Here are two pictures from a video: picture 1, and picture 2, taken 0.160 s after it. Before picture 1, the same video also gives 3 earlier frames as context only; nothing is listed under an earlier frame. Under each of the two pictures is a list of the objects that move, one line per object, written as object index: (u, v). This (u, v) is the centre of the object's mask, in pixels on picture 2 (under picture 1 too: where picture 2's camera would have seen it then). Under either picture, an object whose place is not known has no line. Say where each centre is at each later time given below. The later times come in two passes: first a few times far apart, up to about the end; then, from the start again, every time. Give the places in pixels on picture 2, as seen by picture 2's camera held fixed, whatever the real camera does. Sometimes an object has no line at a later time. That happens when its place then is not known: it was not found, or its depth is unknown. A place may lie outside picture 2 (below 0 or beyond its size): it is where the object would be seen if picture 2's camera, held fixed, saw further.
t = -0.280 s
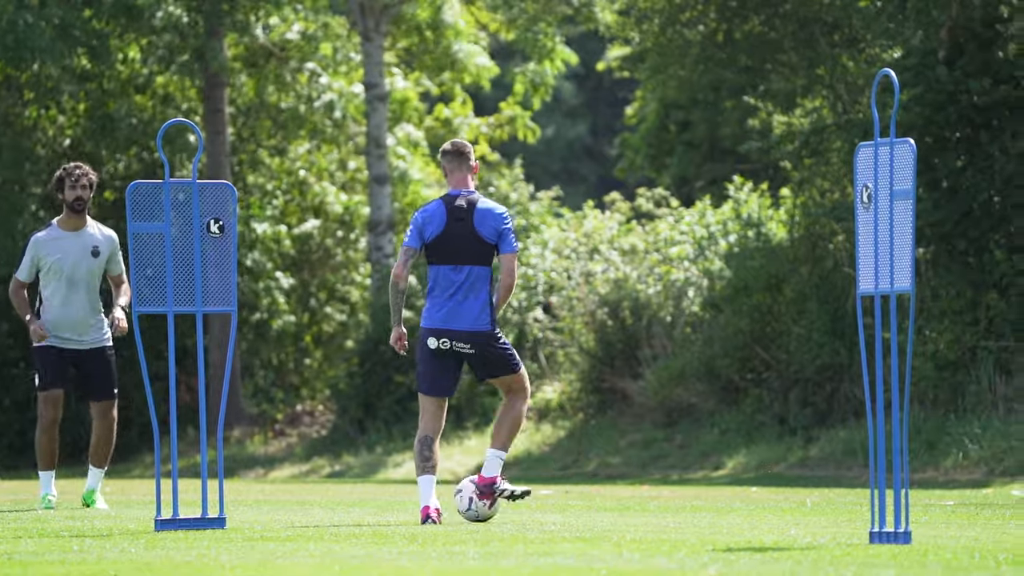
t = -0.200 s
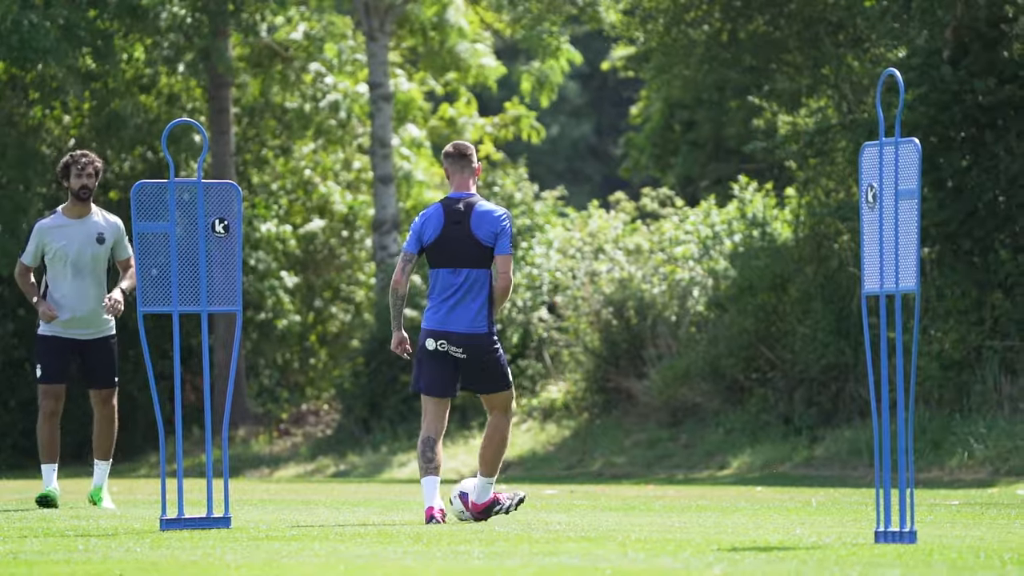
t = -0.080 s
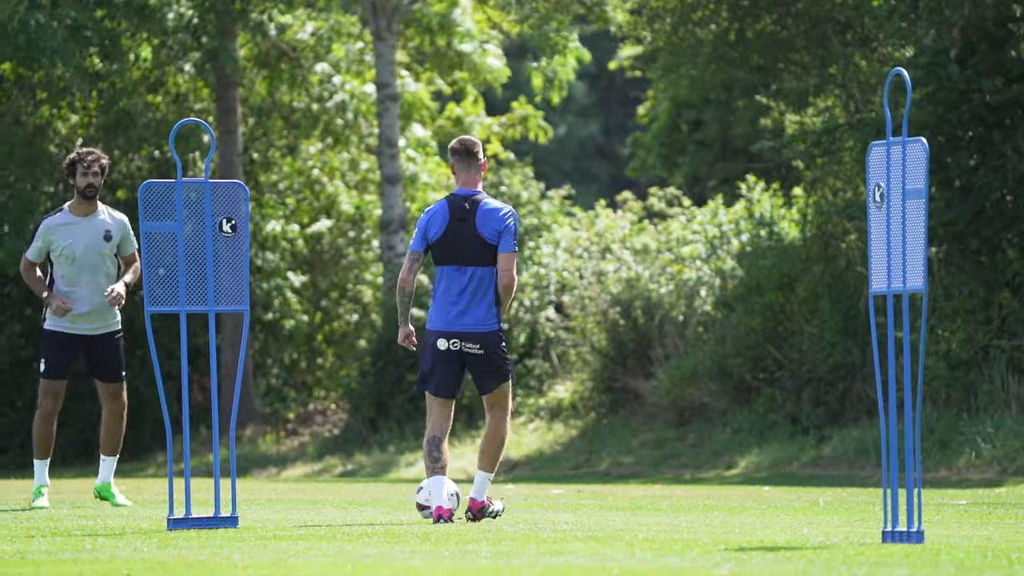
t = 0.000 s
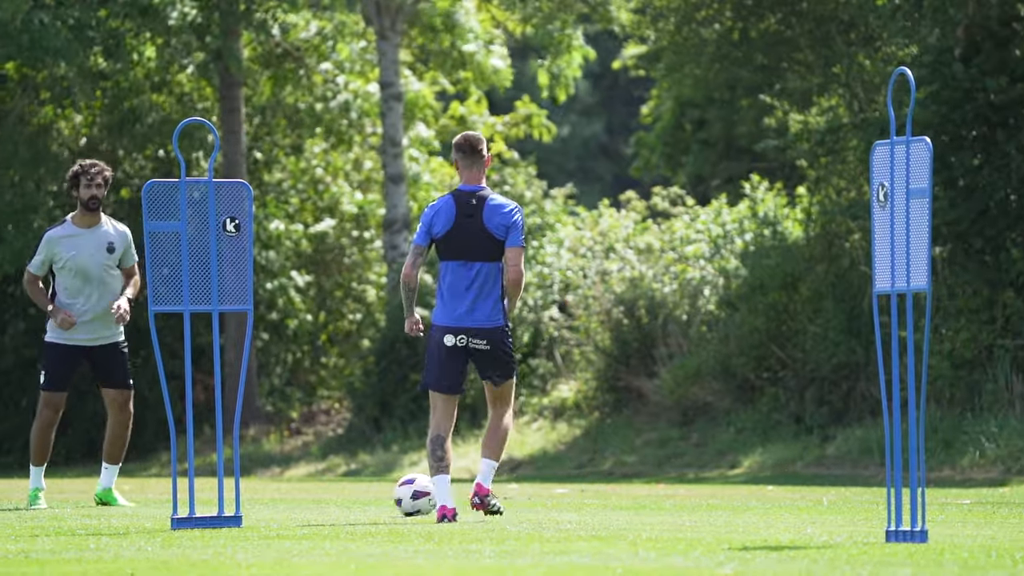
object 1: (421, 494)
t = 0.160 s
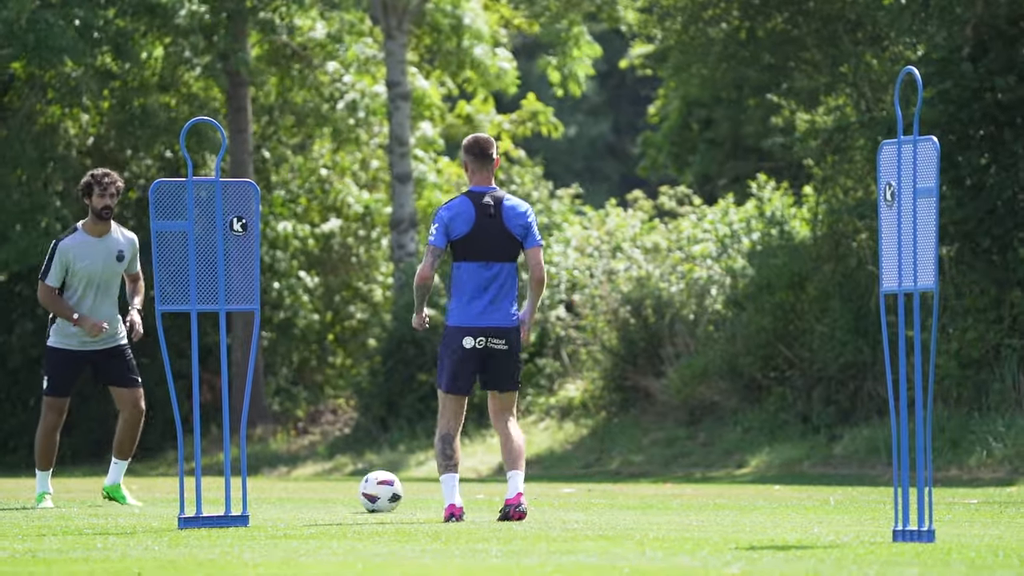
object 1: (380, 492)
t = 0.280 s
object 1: (354, 490)
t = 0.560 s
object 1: (311, 486)
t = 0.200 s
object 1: (371, 491)
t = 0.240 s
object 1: (362, 490)
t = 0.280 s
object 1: (354, 490)
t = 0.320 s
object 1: (346, 491)
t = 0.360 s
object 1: (339, 490)
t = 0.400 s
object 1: (333, 489)
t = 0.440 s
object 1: (327, 489)
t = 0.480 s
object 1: (321, 489)
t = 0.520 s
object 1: (315, 487)
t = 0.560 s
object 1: (311, 486)
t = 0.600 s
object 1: (306, 487)
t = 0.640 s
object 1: (300, 488)
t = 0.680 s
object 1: (295, 486)
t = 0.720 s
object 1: (291, 484)
